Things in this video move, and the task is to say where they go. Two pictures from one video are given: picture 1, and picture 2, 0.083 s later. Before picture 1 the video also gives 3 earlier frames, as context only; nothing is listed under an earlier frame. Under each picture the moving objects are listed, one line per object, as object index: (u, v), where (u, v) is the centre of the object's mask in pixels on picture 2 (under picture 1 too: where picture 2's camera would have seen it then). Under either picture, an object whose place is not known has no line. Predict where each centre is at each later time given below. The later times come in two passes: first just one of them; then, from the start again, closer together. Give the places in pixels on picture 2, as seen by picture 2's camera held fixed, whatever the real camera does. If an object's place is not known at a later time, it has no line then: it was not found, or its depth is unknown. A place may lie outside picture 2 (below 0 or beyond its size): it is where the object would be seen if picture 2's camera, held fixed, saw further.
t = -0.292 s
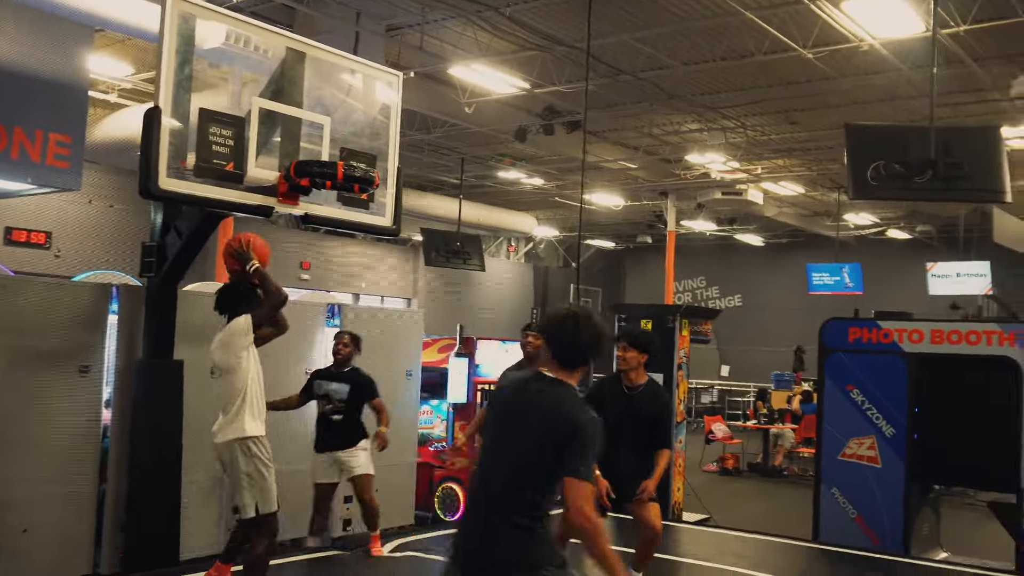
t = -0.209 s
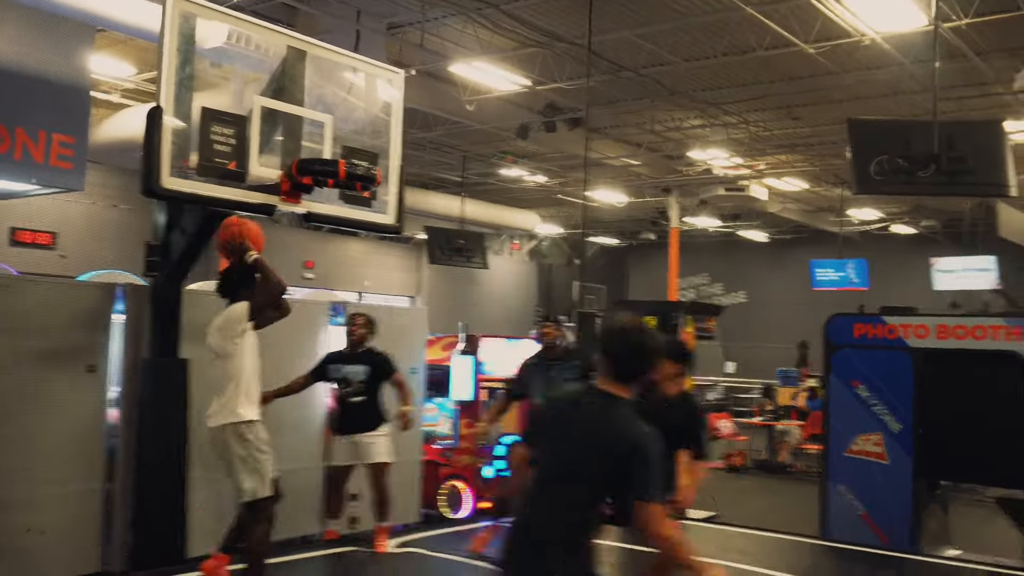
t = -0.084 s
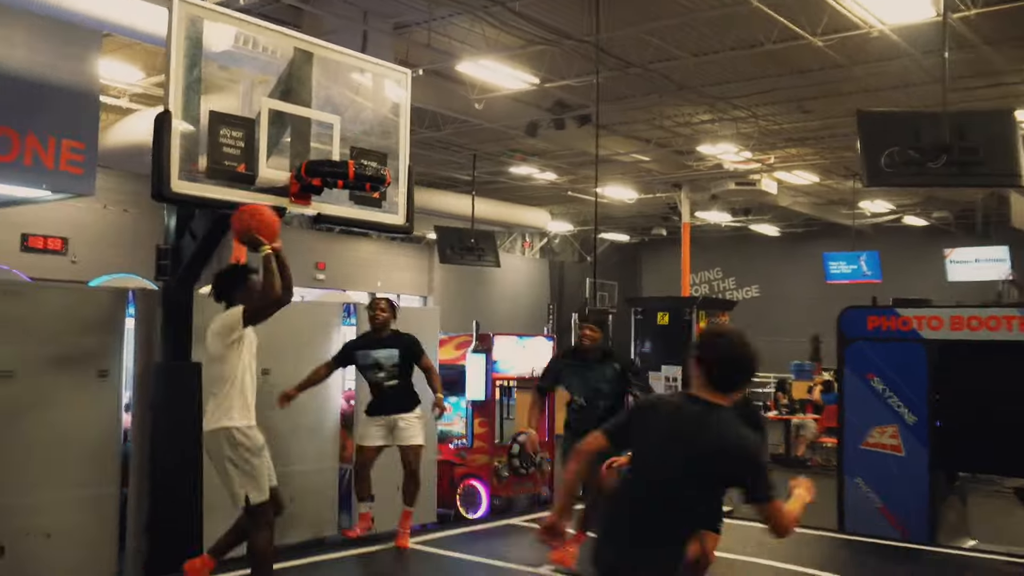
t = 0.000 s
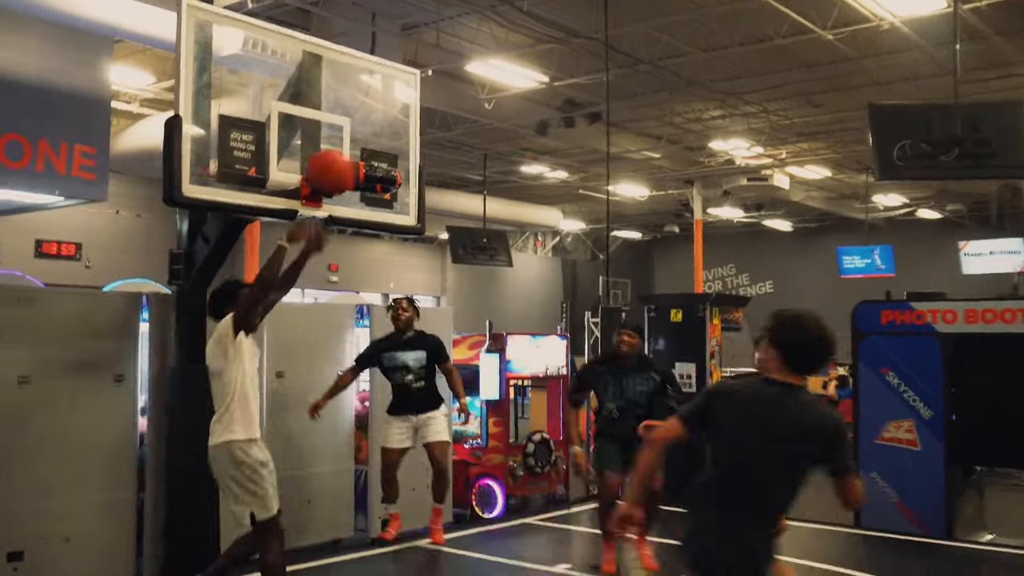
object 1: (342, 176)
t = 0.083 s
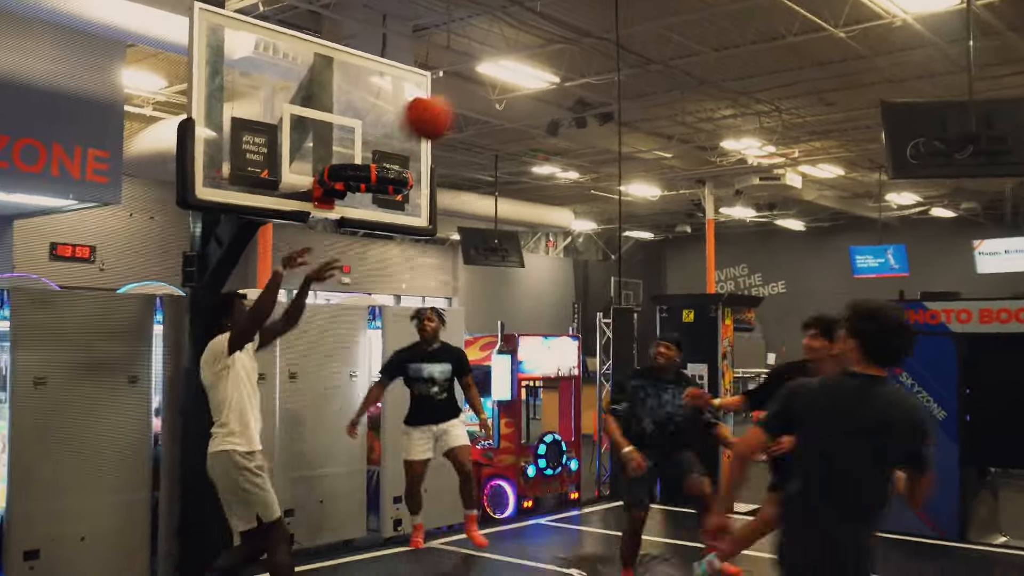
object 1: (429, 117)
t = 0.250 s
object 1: (604, 39)
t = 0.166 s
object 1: (513, 72)
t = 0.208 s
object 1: (560, 53)
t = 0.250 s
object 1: (604, 39)
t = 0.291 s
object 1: (650, 27)
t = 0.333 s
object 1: (696, 19)
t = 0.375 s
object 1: (743, 16)
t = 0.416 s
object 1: (795, 14)
